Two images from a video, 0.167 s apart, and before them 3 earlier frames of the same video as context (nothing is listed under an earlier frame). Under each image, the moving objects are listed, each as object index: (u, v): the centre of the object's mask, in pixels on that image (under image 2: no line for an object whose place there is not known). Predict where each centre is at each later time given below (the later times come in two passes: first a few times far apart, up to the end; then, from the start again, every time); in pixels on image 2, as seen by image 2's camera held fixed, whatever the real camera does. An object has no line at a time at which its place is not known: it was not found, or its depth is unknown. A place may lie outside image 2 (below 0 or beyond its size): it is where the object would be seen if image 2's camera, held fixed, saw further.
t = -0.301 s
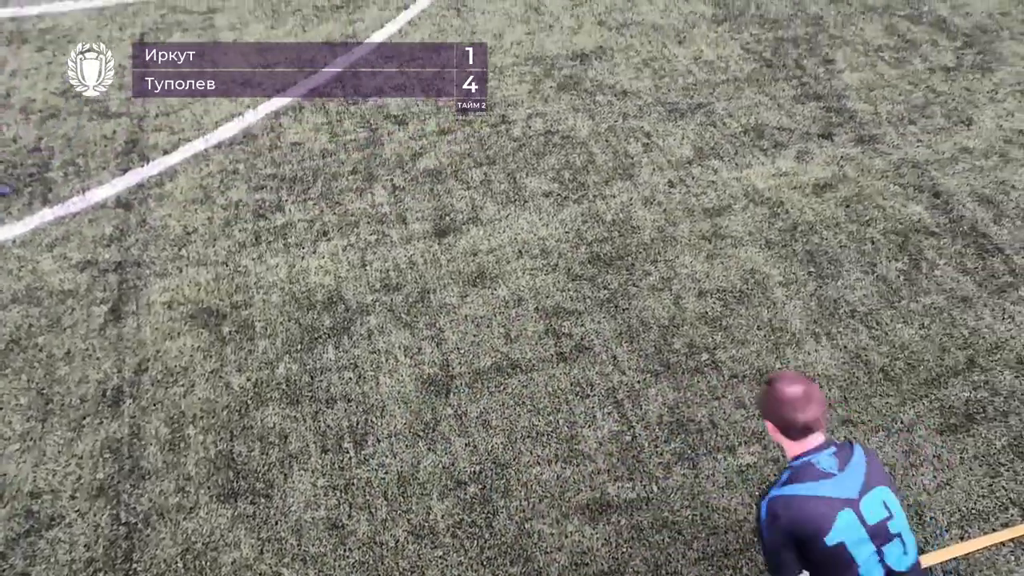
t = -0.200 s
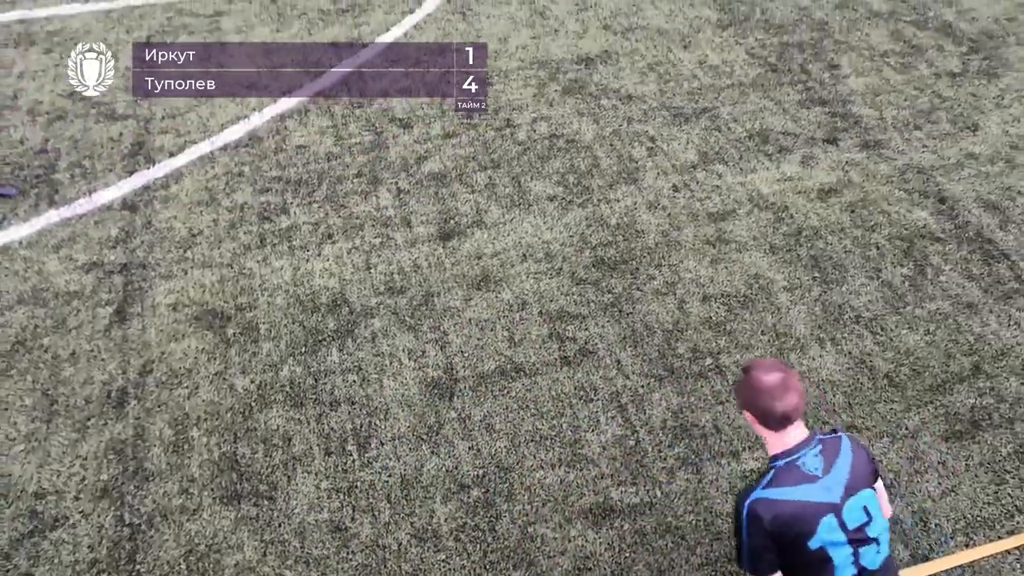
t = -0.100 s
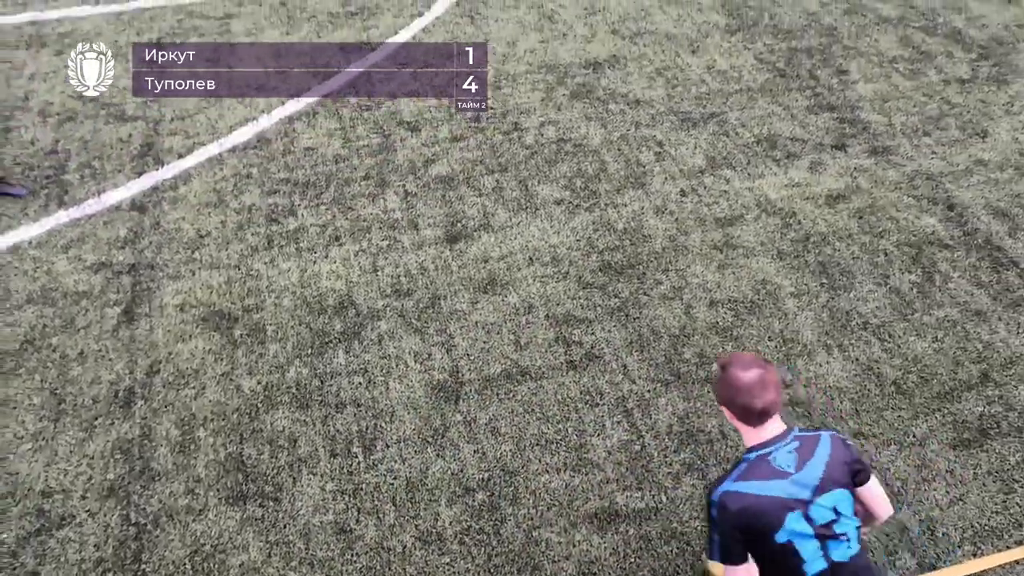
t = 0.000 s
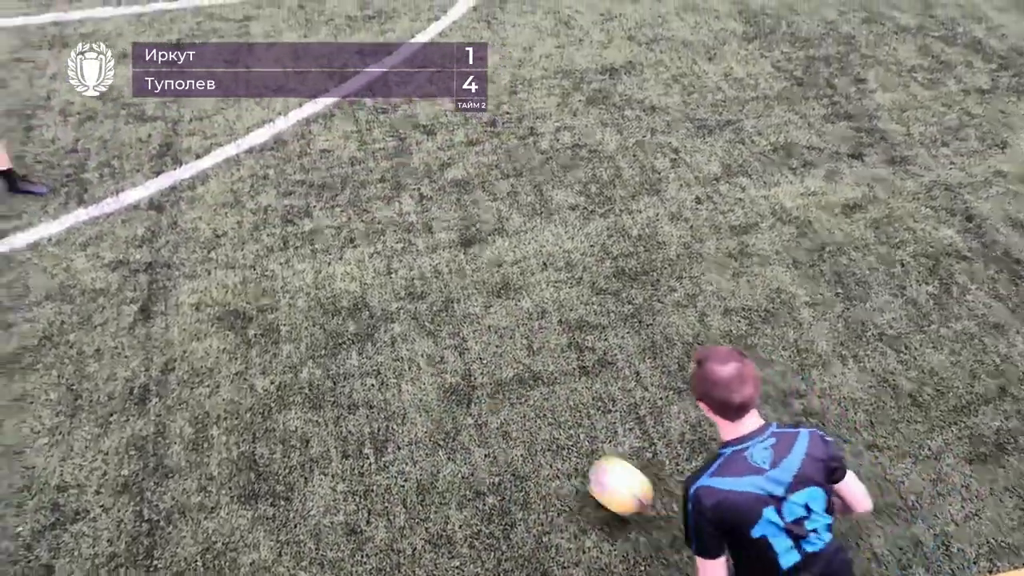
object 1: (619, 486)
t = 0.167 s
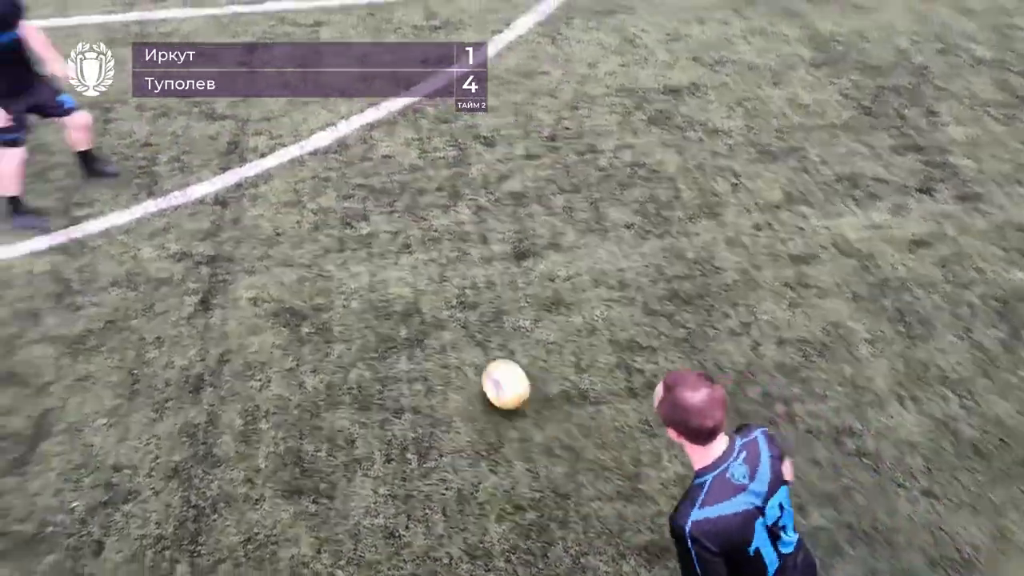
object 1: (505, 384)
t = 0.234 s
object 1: (458, 347)
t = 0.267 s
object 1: (437, 330)
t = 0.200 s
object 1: (481, 364)
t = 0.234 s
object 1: (458, 347)
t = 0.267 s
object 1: (437, 330)
